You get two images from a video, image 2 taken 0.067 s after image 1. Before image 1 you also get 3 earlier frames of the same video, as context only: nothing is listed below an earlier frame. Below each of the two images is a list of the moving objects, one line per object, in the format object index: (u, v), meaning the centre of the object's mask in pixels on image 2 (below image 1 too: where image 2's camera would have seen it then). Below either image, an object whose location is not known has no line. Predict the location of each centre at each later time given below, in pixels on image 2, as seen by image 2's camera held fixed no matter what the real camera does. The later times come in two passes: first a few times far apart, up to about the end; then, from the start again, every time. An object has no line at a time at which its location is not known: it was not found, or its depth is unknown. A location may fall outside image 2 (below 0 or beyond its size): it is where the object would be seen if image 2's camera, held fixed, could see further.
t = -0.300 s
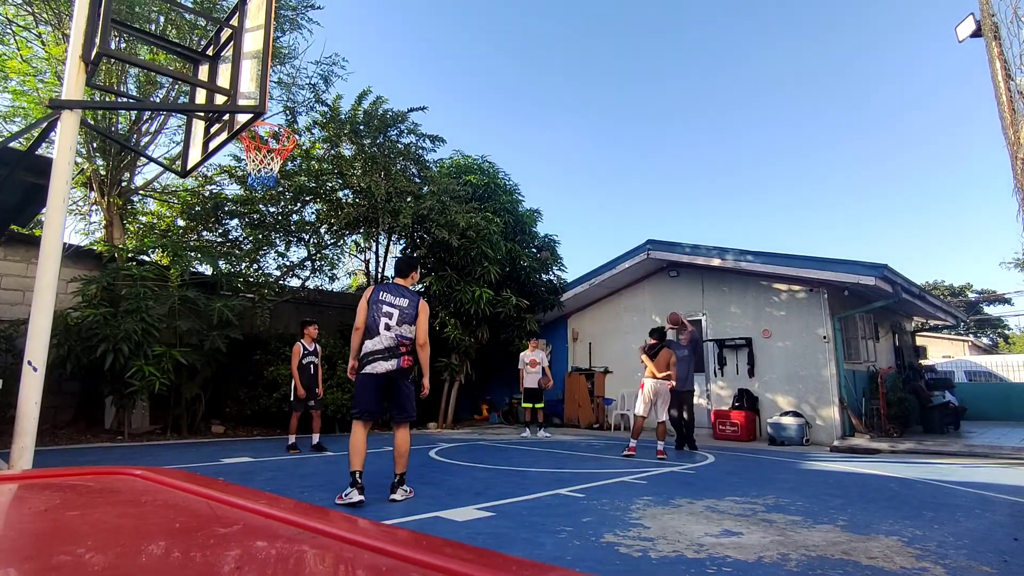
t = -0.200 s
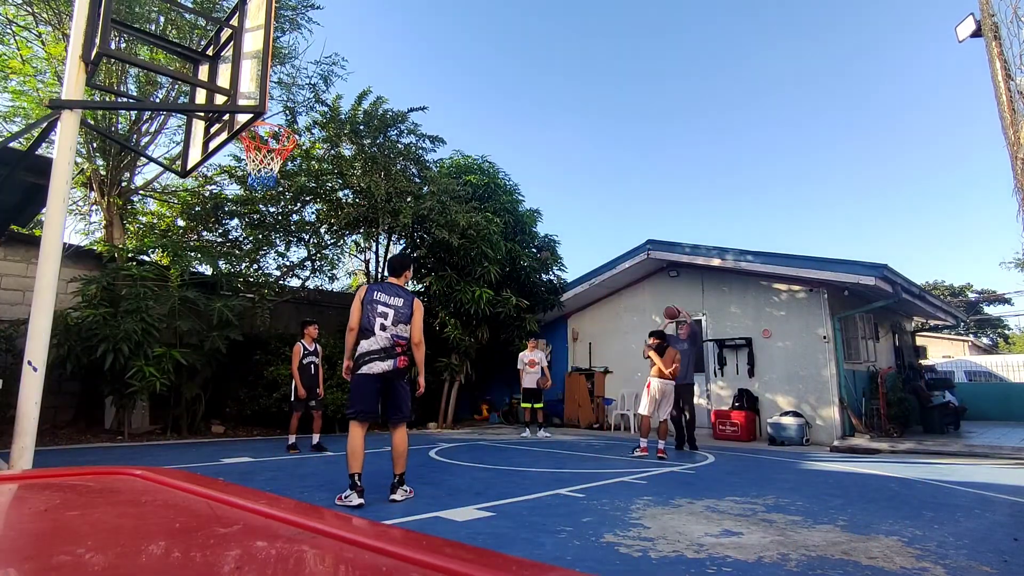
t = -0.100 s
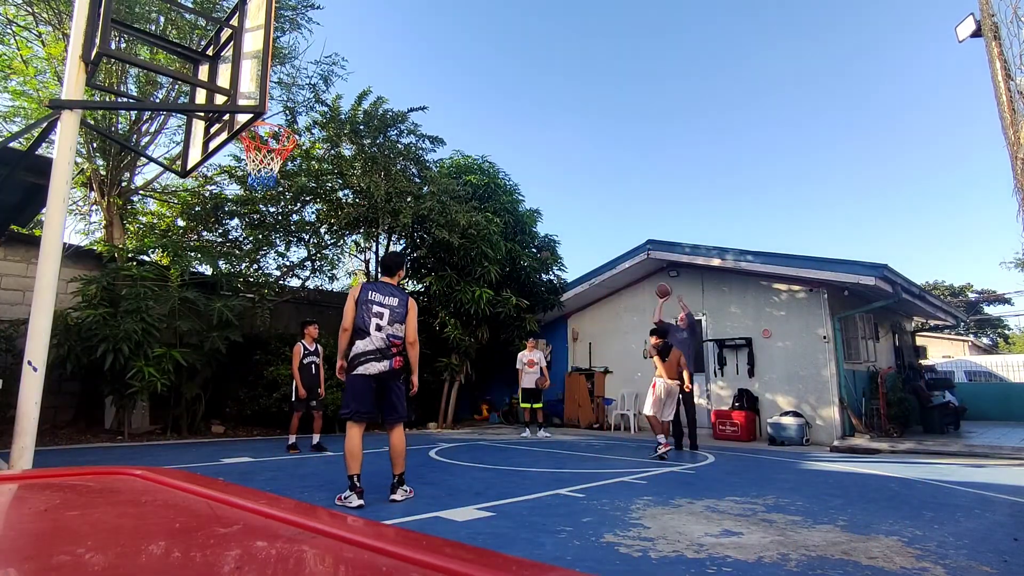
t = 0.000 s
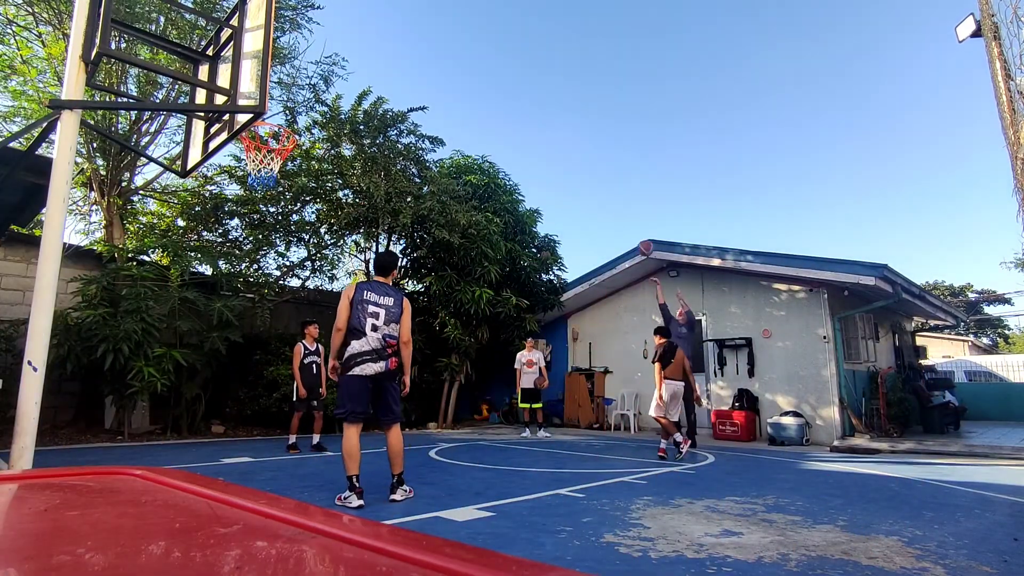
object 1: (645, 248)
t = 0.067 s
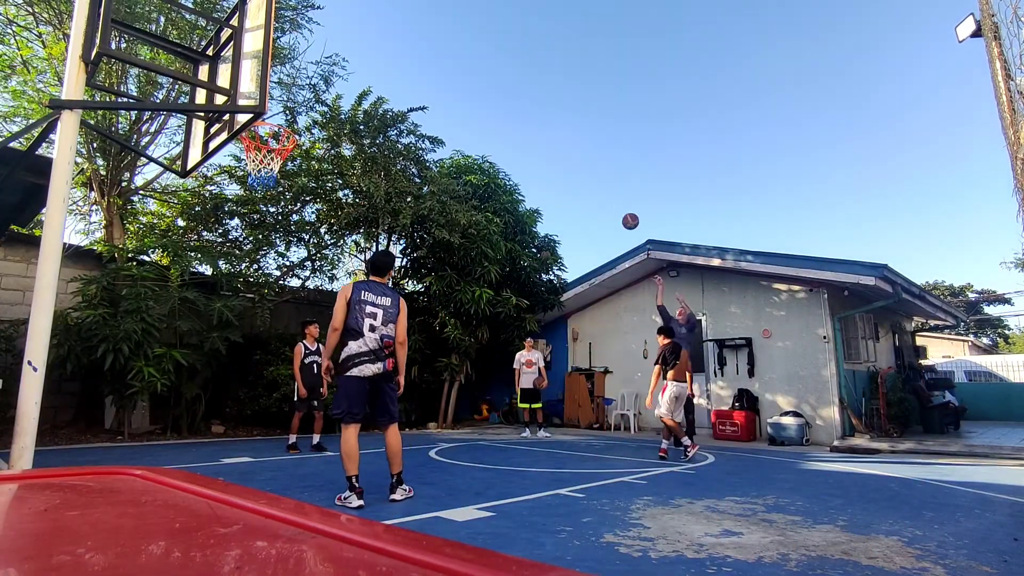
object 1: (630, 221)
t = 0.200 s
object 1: (599, 174)
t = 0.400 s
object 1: (548, 119)
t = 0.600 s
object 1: (489, 86)
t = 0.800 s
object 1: (419, 79)
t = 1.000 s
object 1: (329, 109)
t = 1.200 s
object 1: (259, 136)
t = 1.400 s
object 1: (267, 165)
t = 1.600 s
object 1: (239, 228)
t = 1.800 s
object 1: (200, 346)
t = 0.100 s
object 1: (623, 209)
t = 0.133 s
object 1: (615, 196)
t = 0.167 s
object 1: (607, 185)
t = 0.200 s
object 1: (599, 174)
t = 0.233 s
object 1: (591, 163)
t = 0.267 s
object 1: (583, 153)
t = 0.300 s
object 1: (575, 144)
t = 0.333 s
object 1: (566, 135)
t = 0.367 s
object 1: (557, 127)
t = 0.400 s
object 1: (548, 119)
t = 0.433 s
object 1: (539, 112)
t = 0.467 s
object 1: (530, 105)
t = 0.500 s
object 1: (520, 99)
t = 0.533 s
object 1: (510, 94)
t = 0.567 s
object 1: (500, 90)
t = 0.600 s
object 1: (489, 86)
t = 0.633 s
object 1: (479, 83)
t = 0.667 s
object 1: (467, 80)
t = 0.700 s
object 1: (456, 79)
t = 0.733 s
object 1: (444, 78)
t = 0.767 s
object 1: (432, 79)
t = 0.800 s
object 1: (419, 79)
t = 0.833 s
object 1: (405, 82)
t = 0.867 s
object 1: (391, 85)
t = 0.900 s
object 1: (377, 89)
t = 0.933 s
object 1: (362, 94)
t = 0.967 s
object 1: (346, 102)
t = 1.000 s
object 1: (329, 109)
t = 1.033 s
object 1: (312, 119)
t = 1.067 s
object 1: (296, 128)
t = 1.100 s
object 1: (282, 131)
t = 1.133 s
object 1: (269, 131)
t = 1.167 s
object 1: (259, 134)
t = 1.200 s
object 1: (259, 136)
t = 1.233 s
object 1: (268, 138)
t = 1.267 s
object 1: (278, 142)
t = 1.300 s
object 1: (282, 147)
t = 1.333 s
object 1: (277, 154)
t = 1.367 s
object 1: (270, 159)
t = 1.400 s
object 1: (267, 165)
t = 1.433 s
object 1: (267, 180)
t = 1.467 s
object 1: (258, 183)
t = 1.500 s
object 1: (254, 192)
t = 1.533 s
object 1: (249, 203)
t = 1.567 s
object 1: (244, 215)
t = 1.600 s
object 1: (239, 228)
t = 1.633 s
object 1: (233, 243)
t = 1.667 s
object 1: (227, 260)
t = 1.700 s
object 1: (221, 279)
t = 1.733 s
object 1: (214, 299)
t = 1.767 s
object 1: (207, 321)
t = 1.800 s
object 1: (200, 346)
